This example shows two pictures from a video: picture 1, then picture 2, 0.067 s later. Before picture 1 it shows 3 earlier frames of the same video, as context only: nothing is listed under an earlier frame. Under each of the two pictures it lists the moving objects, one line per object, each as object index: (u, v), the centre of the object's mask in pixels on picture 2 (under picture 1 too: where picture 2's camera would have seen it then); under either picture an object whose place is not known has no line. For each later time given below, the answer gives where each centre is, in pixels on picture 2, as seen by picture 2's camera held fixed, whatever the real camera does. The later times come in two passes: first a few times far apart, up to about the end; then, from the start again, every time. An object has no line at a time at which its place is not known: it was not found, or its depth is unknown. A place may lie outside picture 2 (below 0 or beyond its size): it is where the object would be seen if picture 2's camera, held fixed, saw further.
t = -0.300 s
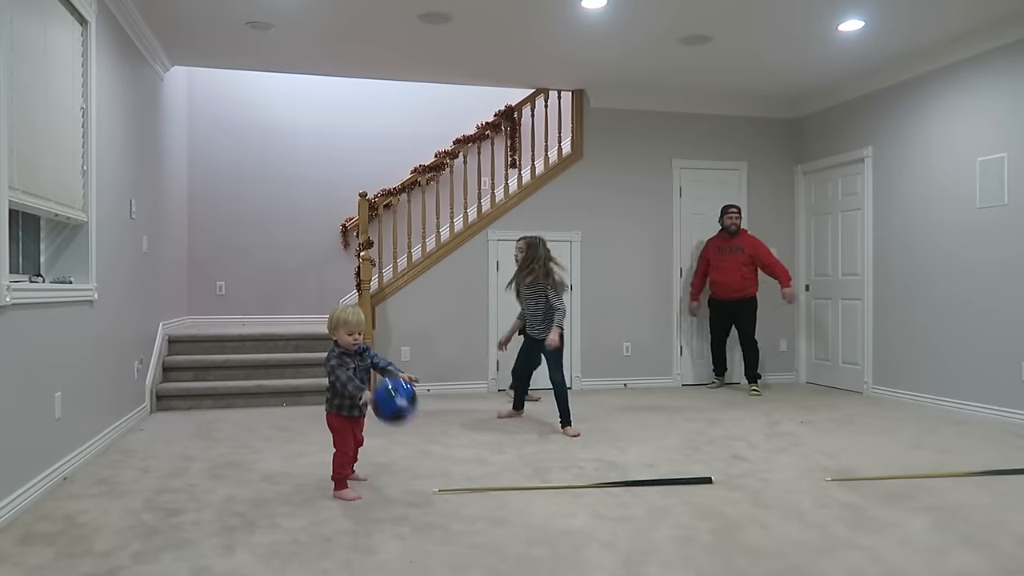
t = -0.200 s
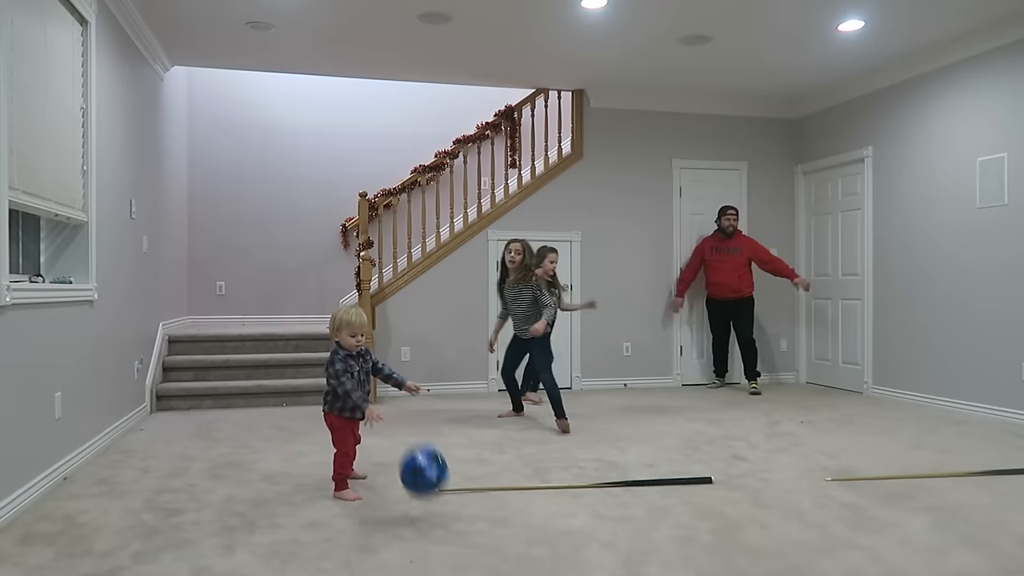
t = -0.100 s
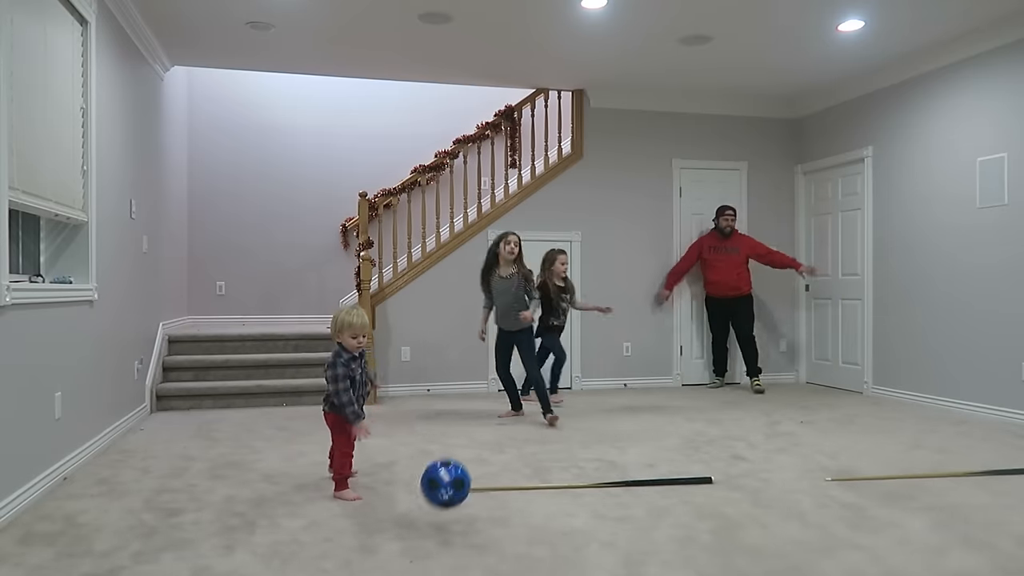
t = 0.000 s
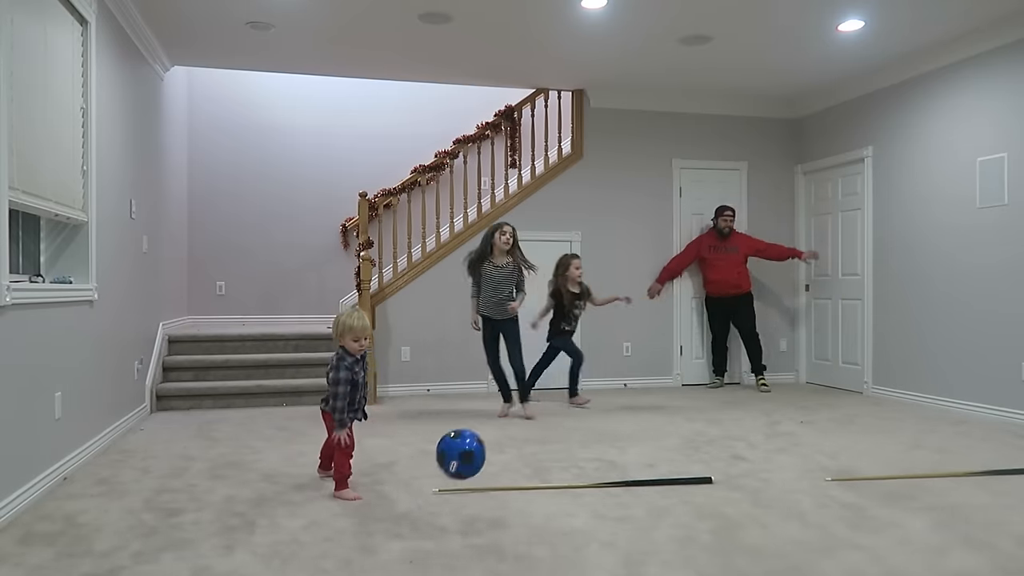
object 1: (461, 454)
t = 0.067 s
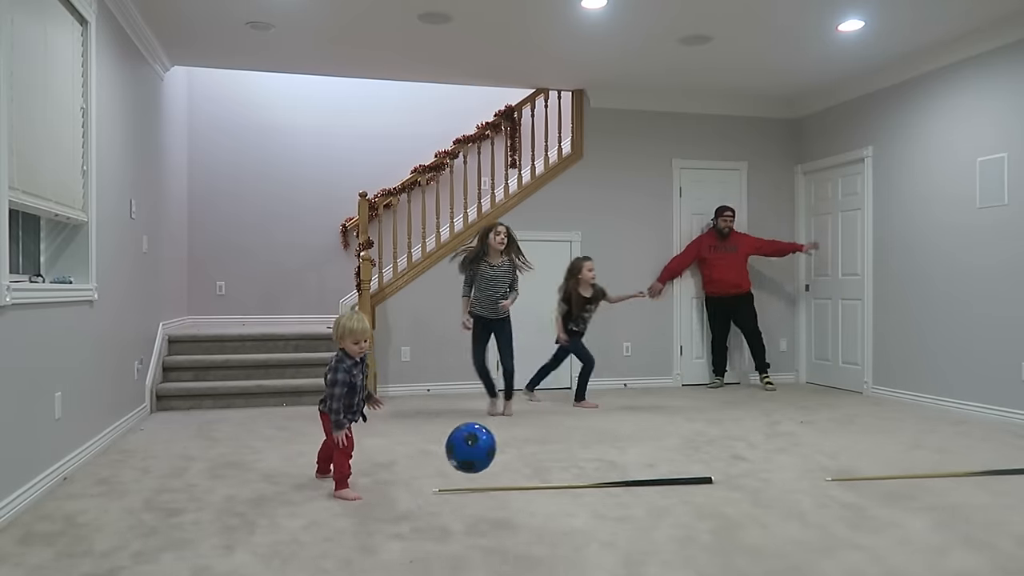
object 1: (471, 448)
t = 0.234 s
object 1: (498, 481)
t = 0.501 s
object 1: (552, 500)
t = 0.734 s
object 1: (607, 535)
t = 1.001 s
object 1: (682, 557)
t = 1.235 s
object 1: (754, 563)
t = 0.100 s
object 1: (476, 449)
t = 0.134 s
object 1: (481, 452)
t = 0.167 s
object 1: (486, 459)
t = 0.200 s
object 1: (492, 468)
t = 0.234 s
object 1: (498, 481)
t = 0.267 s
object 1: (504, 498)
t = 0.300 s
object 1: (509, 518)
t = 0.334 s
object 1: (516, 517)
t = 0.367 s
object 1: (523, 508)
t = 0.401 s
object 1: (530, 501)
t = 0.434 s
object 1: (537, 498)
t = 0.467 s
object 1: (545, 497)
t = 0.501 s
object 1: (552, 500)
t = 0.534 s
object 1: (559, 506)
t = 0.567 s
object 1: (567, 515)
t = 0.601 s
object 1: (574, 527)
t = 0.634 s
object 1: (582, 543)
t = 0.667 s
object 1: (590, 540)
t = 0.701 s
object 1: (598, 536)
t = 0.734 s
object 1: (607, 535)
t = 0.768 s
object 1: (615, 537)
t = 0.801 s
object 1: (624, 543)
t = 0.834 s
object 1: (633, 549)
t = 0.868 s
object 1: (642, 552)
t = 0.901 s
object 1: (652, 551)
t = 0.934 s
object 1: (662, 551)
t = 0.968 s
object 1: (672, 553)
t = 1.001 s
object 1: (682, 557)
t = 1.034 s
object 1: (692, 558)
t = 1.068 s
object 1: (702, 558)
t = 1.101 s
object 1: (713, 560)
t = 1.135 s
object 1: (723, 561)
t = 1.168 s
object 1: (734, 561)
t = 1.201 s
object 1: (744, 563)
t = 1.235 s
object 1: (754, 563)
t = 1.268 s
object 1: (764, 564)
